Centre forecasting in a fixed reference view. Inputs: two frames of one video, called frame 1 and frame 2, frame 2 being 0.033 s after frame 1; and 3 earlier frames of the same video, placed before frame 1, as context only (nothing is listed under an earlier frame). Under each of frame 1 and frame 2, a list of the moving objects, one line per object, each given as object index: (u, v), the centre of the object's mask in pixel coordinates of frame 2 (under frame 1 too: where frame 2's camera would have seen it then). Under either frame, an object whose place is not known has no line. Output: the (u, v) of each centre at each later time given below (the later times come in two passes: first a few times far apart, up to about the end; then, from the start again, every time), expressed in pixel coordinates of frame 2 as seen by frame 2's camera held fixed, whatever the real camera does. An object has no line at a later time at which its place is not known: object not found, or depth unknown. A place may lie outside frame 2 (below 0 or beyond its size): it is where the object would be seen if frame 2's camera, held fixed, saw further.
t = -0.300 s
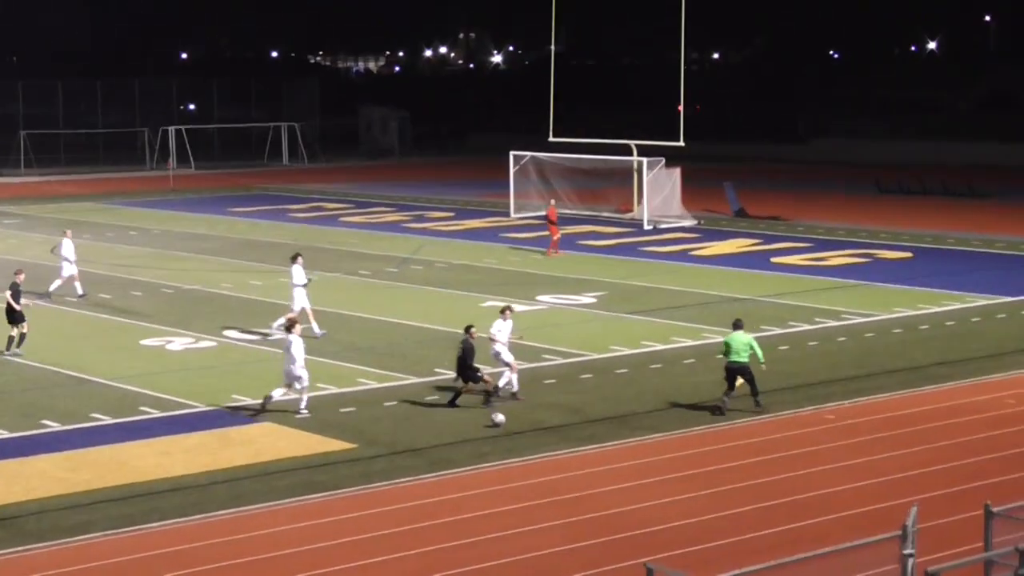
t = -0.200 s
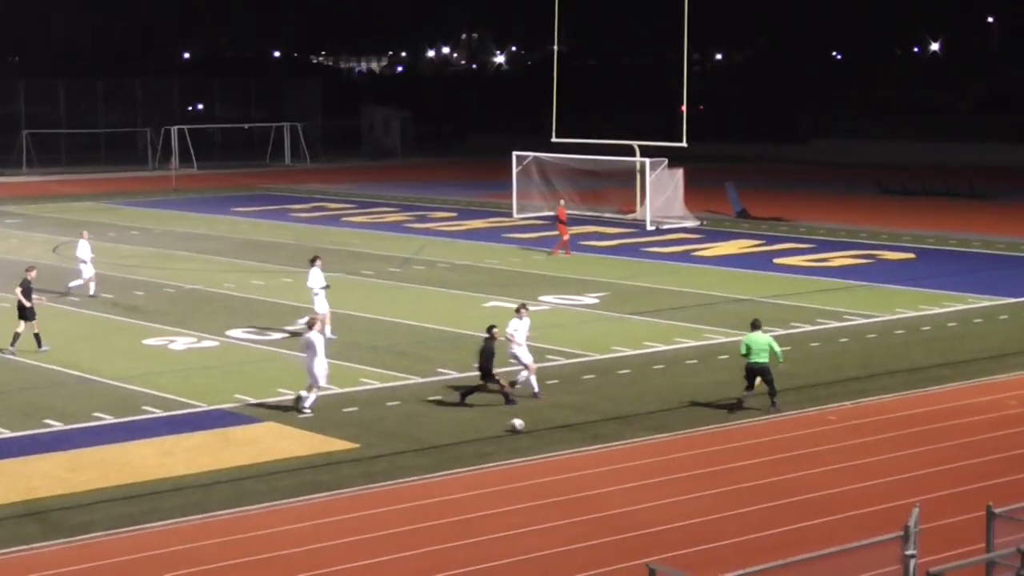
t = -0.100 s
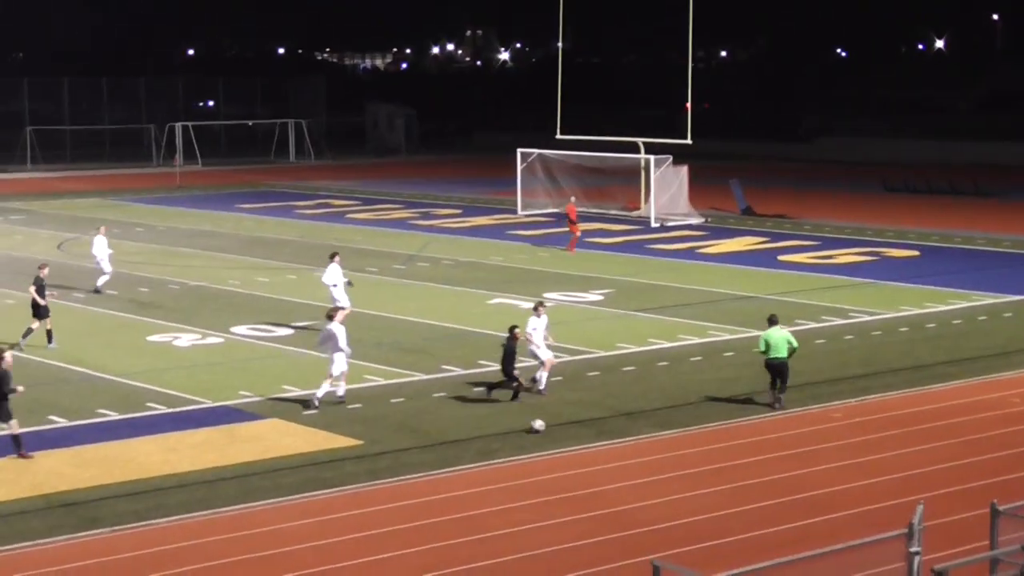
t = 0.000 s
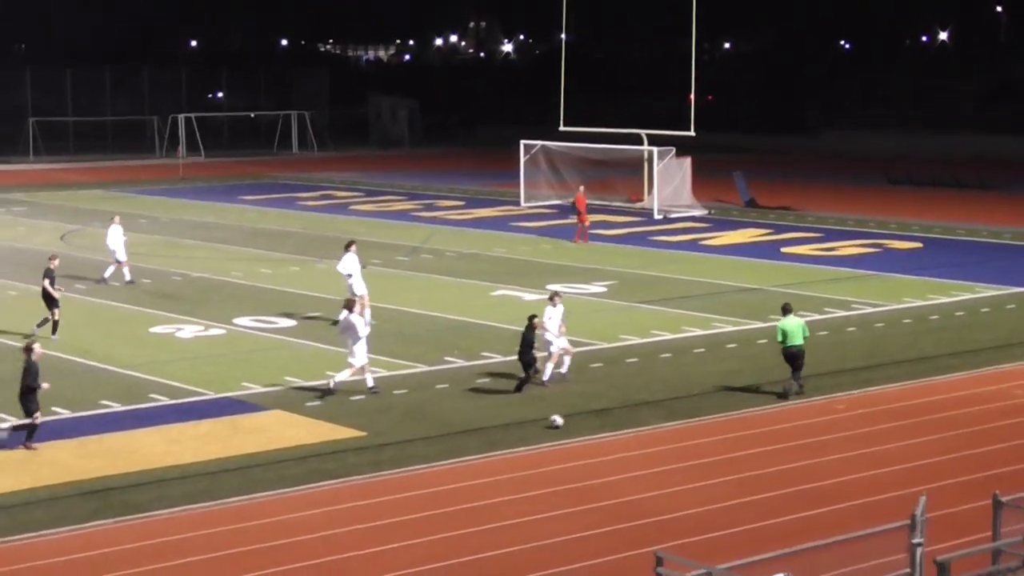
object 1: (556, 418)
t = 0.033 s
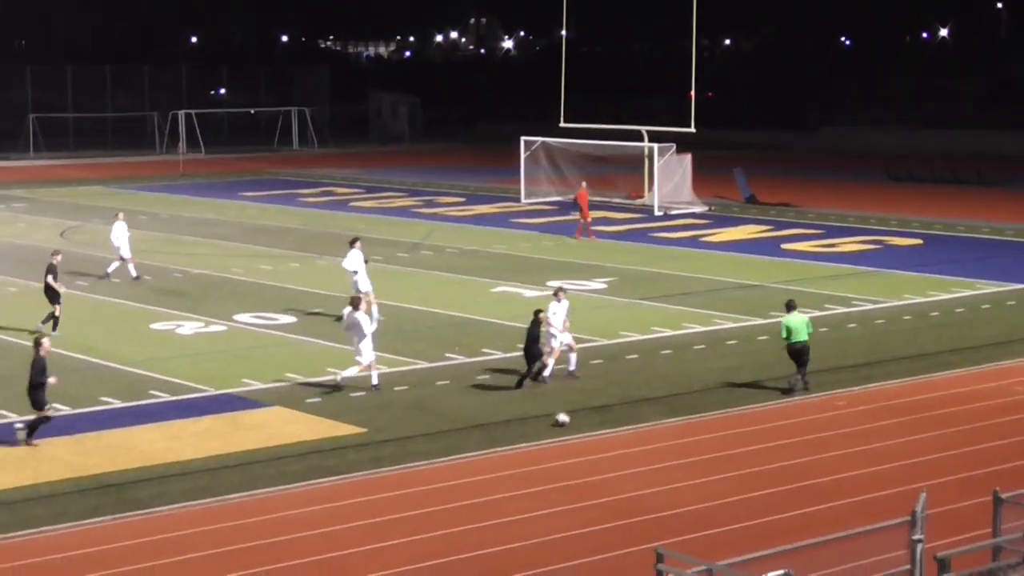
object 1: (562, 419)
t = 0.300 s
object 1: (602, 426)
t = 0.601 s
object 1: (649, 439)
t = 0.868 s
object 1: (690, 451)
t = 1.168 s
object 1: (738, 464)
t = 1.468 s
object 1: (787, 476)
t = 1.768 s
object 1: (838, 491)
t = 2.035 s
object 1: (885, 504)
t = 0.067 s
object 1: (566, 420)
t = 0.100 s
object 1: (572, 422)
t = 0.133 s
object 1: (577, 423)
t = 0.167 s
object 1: (583, 424)
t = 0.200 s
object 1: (587, 426)
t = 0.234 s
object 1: (592, 426)
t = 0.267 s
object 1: (597, 426)
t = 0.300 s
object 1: (602, 426)
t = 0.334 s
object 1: (607, 427)
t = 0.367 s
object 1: (612, 429)
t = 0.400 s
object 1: (617, 431)
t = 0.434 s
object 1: (623, 432)
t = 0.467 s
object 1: (627, 433)
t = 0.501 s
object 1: (633, 434)
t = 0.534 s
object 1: (638, 437)
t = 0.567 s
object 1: (643, 438)
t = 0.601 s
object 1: (649, 439)
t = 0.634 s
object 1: (653, 440)
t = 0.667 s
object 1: (659, 441)
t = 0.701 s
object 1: (664, 444)
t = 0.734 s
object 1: (669, 445)
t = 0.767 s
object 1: (675, 445)
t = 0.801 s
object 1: (680, 447)
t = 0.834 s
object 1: (685, 449)
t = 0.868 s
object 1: (690, 451)
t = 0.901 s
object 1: (695, 451)
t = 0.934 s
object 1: (701, 452)
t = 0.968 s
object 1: (706, 454)
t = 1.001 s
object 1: (711, 456)
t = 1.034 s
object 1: (717, 458)
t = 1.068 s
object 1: (722, 459)
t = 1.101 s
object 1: (727, 461)
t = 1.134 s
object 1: (733, 462)
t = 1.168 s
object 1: (738, 464)
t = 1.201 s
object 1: (743, 466)
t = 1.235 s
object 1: (749, 467)
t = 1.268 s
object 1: (754, 468)
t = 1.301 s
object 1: (759, 469)
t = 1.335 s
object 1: (765, 471)
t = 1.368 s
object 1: (771, 472)
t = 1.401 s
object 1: (776, 474)
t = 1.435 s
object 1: (782, 475)
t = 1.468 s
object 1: (787, 476)
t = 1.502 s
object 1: (793, 478)
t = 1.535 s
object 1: (799, 481)
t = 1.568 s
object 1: (804, 481)
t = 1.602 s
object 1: (810, 483)
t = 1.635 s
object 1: (815, 485)
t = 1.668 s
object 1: (820, 486)
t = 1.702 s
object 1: (826, 488)
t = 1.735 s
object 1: (832, 489)
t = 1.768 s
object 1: (838, 491)
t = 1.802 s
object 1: (843, 492)
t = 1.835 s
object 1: (850, 494)
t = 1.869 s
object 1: (855, 496)
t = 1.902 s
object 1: (860, 498)
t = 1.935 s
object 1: (866, 499)
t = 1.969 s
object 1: (873, 500)
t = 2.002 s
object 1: (879, 502)
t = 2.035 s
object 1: (885, 504)
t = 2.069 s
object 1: (890, 505)
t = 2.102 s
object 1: (896, 507)
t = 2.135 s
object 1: (902, 509)
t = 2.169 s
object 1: (908, 509)
